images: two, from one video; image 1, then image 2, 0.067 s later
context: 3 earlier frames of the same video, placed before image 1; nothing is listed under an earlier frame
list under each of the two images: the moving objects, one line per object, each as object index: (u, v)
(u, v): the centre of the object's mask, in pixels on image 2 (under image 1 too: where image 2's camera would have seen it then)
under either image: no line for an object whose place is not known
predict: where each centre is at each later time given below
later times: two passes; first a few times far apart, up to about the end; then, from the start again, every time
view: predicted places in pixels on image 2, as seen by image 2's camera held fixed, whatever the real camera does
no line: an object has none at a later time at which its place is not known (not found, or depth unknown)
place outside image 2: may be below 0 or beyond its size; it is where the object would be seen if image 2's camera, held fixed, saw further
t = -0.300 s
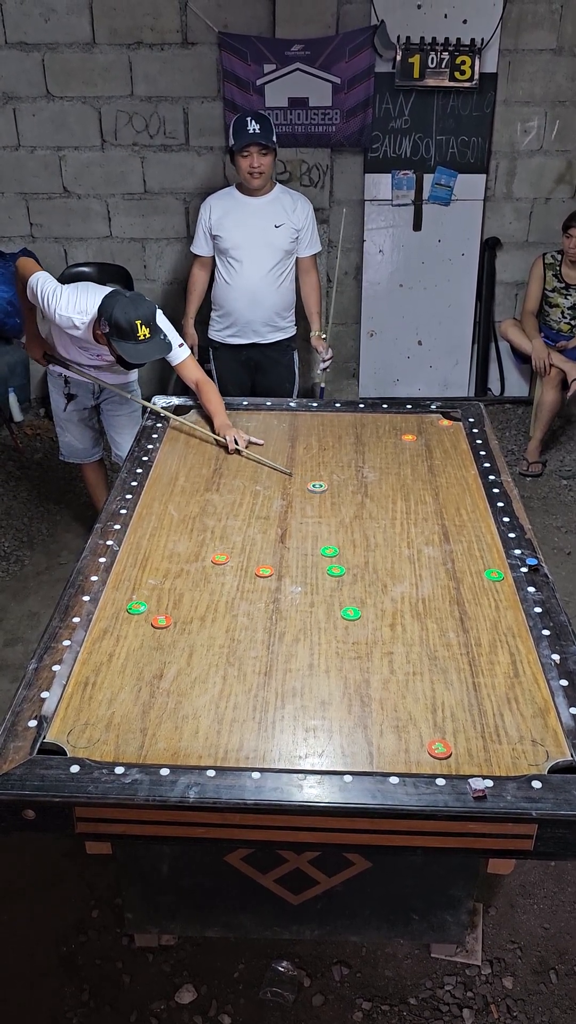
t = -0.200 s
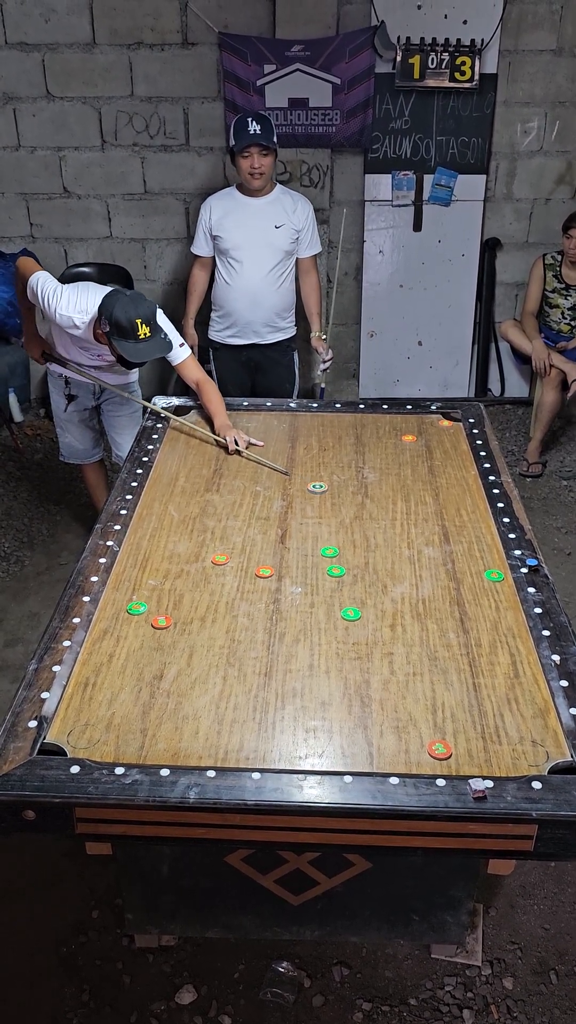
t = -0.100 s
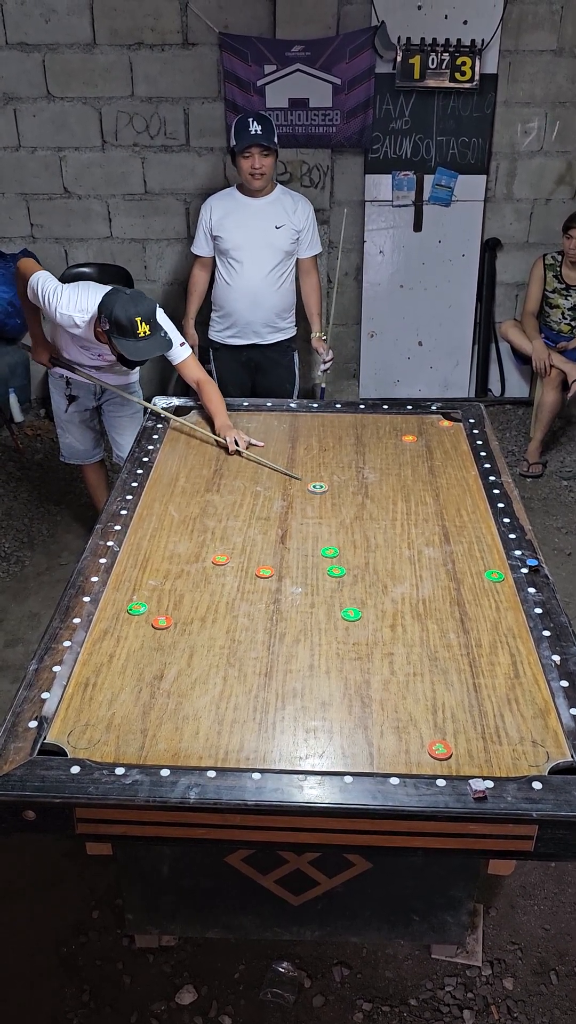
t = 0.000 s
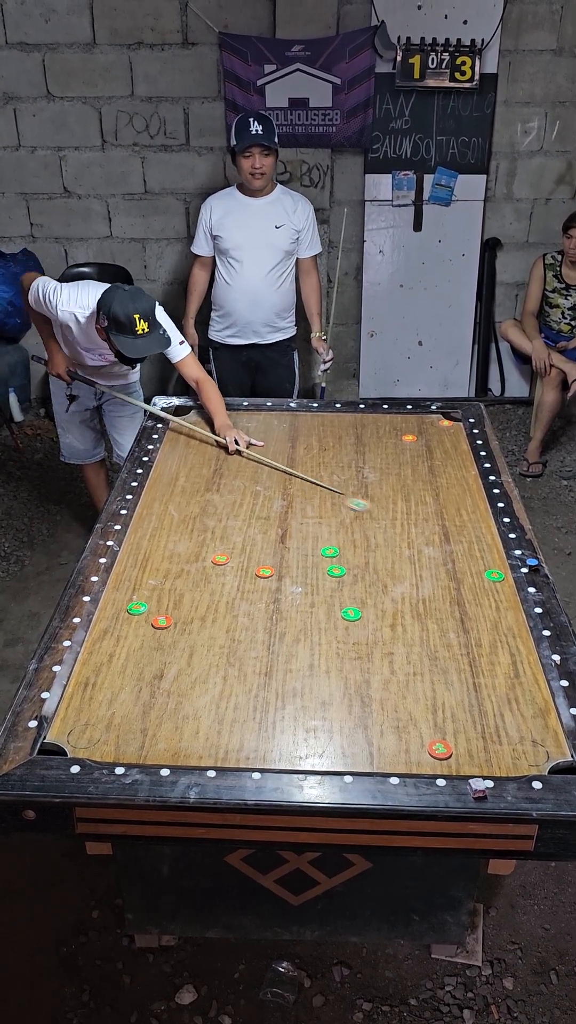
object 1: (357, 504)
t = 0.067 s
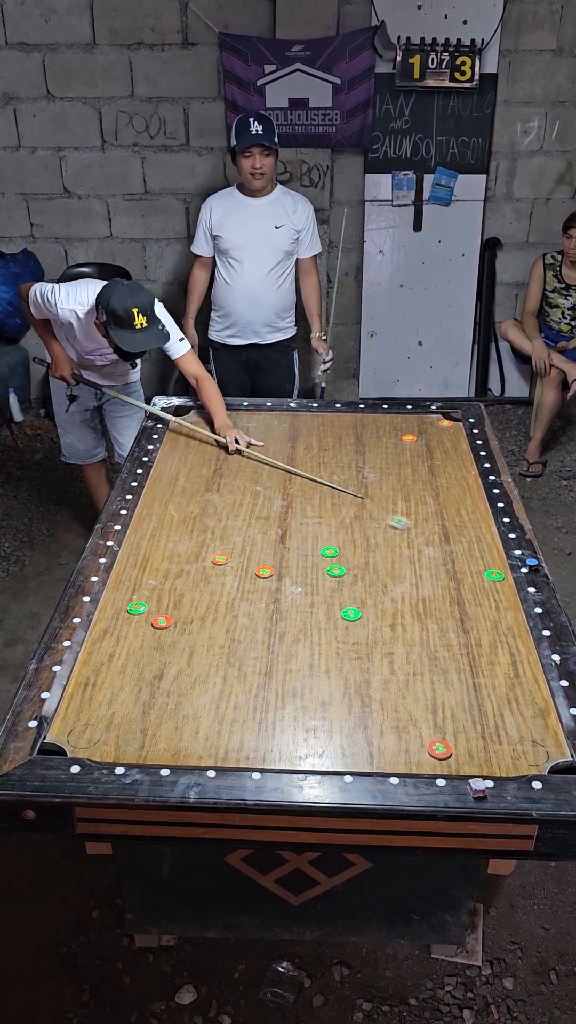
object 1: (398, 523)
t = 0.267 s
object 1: (476, 567)
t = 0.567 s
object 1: (365, 582)
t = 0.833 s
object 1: (287, 592)
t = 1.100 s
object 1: (235, 599)
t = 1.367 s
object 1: (208, 602)
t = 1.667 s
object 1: (203, 602)
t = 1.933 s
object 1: (203, 601)
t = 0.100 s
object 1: (420, 532)
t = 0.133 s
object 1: (441, 541)
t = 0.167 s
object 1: (462, 551)
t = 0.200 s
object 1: (485, 561)
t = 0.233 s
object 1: (490, 566)
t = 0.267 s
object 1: (476, 567)
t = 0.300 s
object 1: (462, 569)
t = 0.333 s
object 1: (449, 571)
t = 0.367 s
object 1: (438, 573)
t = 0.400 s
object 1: (425, 574)
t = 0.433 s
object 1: (412, 576)
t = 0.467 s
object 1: (399, 578)
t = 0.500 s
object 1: (388, 579)
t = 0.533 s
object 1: (377, 581)
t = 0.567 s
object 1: (365, 582)
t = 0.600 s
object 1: (354, 584)
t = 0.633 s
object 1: (344, 585)
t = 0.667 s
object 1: (334, 587)
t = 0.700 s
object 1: (324, 588)
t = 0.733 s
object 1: (314, 589)
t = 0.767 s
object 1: (304, 591)
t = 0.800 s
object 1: (296, 592)
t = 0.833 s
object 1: (287, 592)
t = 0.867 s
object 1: (279, 594)
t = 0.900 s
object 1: (272, 595)
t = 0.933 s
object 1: (265, 596)
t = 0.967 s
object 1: (258, 596)
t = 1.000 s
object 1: (252, 597)
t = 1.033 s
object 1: (246, 598)
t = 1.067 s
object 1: (241, 598)
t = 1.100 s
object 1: (235, 599)
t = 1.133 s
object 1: (230, 600)
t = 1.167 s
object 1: (227, 600)
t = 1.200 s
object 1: (222, 601)
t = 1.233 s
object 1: (219, 601)
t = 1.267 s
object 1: (216, 601)
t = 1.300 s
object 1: (213, 601)
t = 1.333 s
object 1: (210, 602)
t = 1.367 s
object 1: (208, 602)
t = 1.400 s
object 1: (206, 602)
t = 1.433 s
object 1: (205, 602)
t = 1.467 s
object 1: (204, 602)
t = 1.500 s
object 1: (203, 602)
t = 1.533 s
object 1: (203, 602)
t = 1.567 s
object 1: (203, 602)
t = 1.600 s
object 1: (203, 602)
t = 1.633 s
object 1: (203, 602)
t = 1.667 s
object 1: (203, 602)
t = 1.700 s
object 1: (203, 602)
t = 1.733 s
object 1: (203, 602)
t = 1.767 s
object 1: (203, 602)
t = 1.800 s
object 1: (203, 602)
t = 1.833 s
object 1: (203, 602)
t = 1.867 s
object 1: (203, 601)
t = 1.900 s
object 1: (203, 601)
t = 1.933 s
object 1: (203, 601)
